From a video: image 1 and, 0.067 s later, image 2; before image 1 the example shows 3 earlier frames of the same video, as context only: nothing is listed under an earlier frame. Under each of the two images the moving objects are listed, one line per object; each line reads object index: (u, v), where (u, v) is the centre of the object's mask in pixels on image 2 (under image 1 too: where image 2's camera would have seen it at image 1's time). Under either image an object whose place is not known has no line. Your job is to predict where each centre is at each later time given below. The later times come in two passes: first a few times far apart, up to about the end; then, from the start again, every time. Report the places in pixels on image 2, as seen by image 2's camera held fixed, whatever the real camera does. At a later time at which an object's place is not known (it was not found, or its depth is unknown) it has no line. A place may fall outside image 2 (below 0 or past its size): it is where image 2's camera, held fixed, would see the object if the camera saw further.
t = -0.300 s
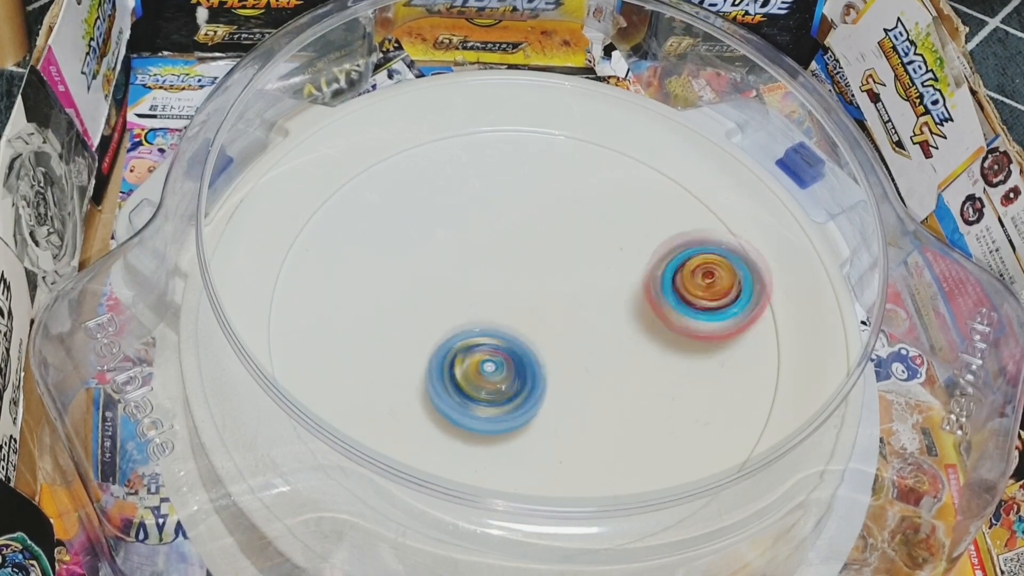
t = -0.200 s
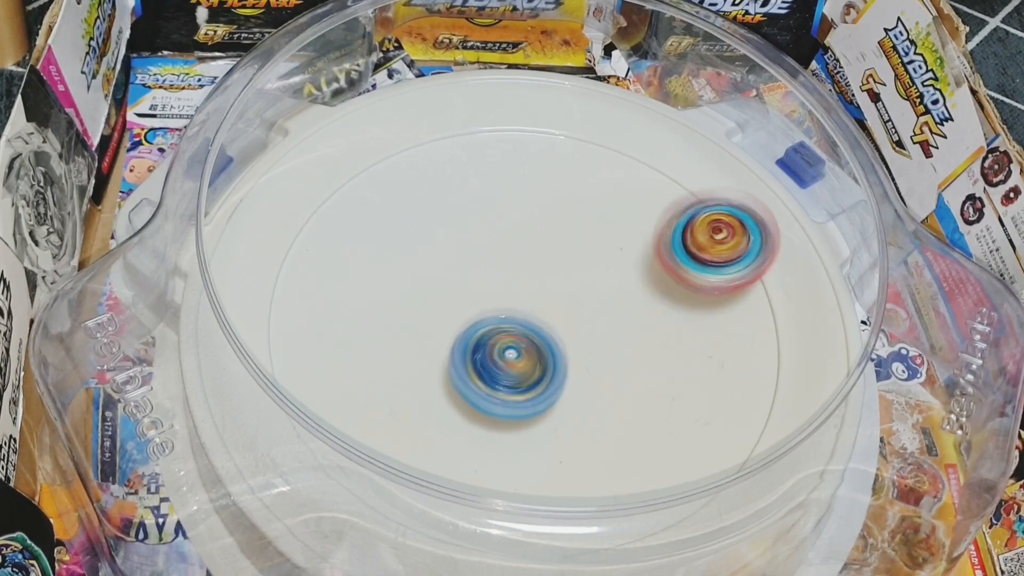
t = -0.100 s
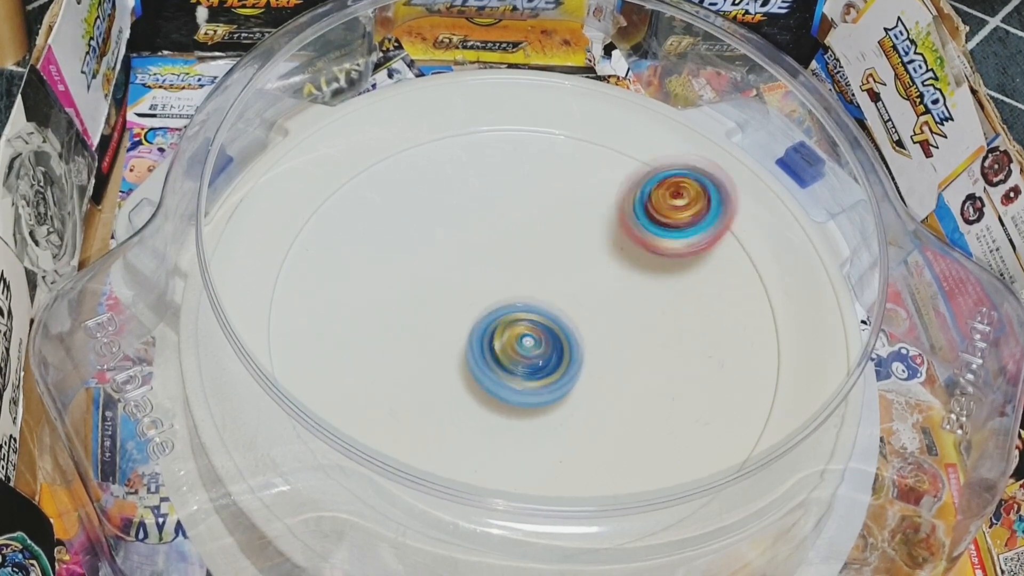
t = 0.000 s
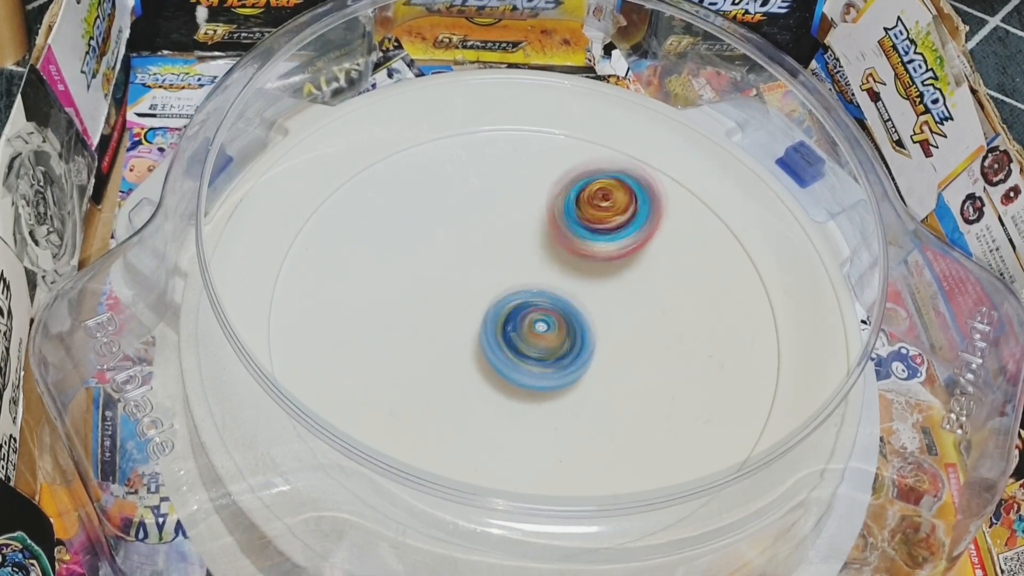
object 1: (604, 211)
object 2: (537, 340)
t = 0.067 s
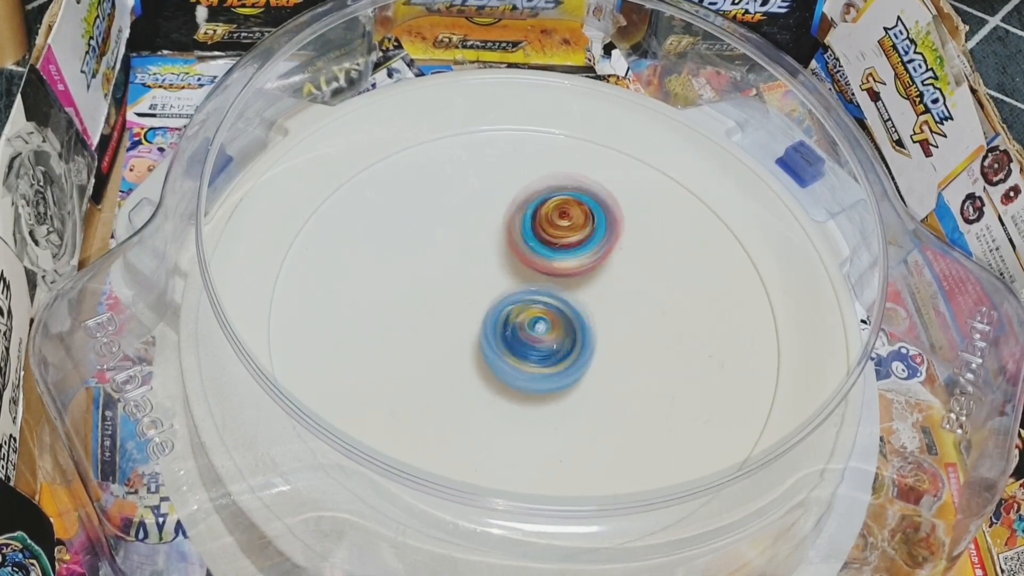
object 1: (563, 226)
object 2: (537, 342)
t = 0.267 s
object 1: (504, 261)
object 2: (536, 401)
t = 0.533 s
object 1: (520, 324)
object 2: (589, 439)
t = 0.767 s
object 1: (530, 227)
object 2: (656, 472)
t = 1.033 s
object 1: (421, 245)
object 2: (638, 402)
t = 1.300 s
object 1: (404, 271)
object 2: (756, 427)
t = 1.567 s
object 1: (315, 242)
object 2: (820, 366)
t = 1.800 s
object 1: (418, 317)
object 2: (698, 297)
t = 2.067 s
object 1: (326, 286)
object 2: (790, 212)
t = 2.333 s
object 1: (349, 354)
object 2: (573, 250)
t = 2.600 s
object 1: (515, 367)
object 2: (488, 264)
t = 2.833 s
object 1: (619, 332)
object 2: (457, 263)
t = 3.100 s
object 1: (678, 266)
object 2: (450, 267)
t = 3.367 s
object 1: (605, 227)
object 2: (453, 275)
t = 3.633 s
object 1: (643, 270)
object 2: (349, 290)
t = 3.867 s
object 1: (660, 295)
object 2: (367, 320)
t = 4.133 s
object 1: (590, 338)
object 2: (410, 340)
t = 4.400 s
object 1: (610, 396)
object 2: (388, 306)
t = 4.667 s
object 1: (618, 364)
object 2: (413, 313)
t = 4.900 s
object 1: (605, 334)
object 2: (409, 299)
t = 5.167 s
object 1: (668, 311)
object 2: (391, 282)
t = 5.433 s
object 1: (615, 277)
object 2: (428, 302)
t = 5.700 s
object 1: (567, 265)
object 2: (459, 329)
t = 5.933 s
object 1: (604, 247)
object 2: (471, 363)
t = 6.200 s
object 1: (619, 274)
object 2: (495, 386)
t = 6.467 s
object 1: (577, 306)
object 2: (512, 392)
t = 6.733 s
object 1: (552, 281)
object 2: (514, 392)
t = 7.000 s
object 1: (548, 245)
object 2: (515, 381)
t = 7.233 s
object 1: (549, 248)
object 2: (528, 359)
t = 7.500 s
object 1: (577, 254)
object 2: (538, 359)
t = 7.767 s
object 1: (602, 257)
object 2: (526, 374)
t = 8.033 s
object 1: (574, 264)
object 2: (536, 375)
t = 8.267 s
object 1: (512, 272)
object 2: (539, 366)
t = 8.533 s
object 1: (463, 261)
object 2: (547, 356)
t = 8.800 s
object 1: (437, 290)
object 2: (556, 340)
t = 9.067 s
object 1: (471, 299)
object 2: (579, 332)
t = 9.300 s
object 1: (464, 277)
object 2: (592, 325)
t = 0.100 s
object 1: (554, 222)
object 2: (530, 356)
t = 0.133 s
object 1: (543, 225)
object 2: (525, 366)
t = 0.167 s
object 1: (530, 234)
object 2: (524, 372)
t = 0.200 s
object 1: (518, 248)
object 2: (527, 374)
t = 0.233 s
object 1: (508, 264)
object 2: (531, 375)
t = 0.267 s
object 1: (504, 261)
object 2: (536, 401)
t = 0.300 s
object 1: (500, 259)
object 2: (541, 423)
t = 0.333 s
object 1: (497, 260)
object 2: (547, 437)
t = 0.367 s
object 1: (494, 267)
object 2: (555, 443)
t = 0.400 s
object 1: (491, 279)
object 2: (563, 445)
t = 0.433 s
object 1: (492, 291)
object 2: (571, 445)
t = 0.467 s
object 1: (499, 304)
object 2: (578, 445)
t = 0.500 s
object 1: (508, 316)
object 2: (585, 441)
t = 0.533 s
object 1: (520, 324)
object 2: (589, 439)
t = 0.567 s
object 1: (535, 331)
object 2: (594, 437)
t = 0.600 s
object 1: (542, 310)
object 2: (610, 456)
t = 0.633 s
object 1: (546, 290)
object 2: (623, 463)
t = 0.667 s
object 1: (547, 271)
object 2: (637, 481)
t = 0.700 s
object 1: (544, 254)
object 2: (645, 481)
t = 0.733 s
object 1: (539, 240)
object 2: (651, 477)
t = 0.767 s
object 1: (530, 227)
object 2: (656, 472)
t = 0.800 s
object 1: (517, 217)
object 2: (659, 464)
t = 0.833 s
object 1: (502, 209)
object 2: (658, 451)
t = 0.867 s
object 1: (487, 205)
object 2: (657, 445)
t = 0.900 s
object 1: (472, 204)
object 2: (656, 438)
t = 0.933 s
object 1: (455, 208)
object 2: (652, 427)
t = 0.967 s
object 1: (439, 216)
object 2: (647, 418)
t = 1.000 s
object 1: (428, 228)
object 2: (643, 410)
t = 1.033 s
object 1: (421, 245)
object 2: (638, 402)
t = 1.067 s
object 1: (420, 265)
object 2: (633, 396)
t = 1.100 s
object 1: (425, 284)
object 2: (628, 391)
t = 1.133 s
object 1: (439, 303)
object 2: (621, 384)
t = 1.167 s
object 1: (455, 320)
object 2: (614, 380)
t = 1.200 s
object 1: (473, 333)
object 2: (608, 376)
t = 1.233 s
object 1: (470, 326)
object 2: (636, 387)
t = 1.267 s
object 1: (433, 296)
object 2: (702, 415)
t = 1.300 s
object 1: (404, 271)
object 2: (756, 427)
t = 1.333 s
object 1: (380, 251)
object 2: (794, 430)
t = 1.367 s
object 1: (362, 236)
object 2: (826, 440)
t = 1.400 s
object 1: (349, 228)
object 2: (835, 433)
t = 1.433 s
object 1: (340, 225)
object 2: (840, 424)
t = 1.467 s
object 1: (332, 226)
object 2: (842, 411)
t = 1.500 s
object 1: (325, 229)
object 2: (839, 394)
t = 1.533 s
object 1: (319, 234)
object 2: (830, 378)
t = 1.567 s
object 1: (315, 242)
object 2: (820, 366)
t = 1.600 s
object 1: (314, 253)
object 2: (804, 353)
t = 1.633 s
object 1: (319, 268)
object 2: (797, 344)
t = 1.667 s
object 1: (332, 282)
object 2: (784, 336)
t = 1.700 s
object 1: (349, 295)
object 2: (765, 327)
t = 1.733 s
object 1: (370, 306)
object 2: (743, 316)
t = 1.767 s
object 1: (394, 313)
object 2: (721, 306)
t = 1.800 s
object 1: (418, 317)
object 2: (698, 297)
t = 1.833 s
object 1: (441, 319)
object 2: (675, 289)
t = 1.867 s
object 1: (463, 317)
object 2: (654, 283)
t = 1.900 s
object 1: (484, 314)
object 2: (634, 279)
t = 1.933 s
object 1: (504, 310)
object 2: (615, 276)
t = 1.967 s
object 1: (456, 305)
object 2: (661, 263)
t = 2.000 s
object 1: (406, 299)
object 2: (717, 250)
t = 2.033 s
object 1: (359, 290)
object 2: (762, 227)
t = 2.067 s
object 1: (326, 286)
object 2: (790, 212)
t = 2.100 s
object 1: (304, 283)
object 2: (774, 224)
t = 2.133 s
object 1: (292, 288)
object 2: (753, 227)
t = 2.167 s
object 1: (292, 296)
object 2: (726, 236)
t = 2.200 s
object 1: (295, 308)
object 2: (693, 237)
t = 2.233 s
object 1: (304, 320)
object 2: (663, 239)
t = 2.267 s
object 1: (314, 331)
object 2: (629, 243)
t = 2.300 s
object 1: (330, 344)
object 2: (602, 246)
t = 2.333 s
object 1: (349, 354)
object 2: (573, 250)
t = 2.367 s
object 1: (370, 362)
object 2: (553, 253)
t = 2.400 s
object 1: (394, 366)
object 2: (531, 257)
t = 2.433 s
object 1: (415, 370)
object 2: (519, 262)
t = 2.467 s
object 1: (438, 370)
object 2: (508, 266)
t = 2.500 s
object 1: (459, 368)
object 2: (500, 268)
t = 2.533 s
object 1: (480, 365)
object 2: (495, 269)
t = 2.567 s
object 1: (497, 366)
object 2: (490, 265)
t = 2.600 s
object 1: (515, 367)
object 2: (488, 264)
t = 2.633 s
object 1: (532, 365)
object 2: (481, 264)
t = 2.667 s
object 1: (549, 360)
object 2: (477, 264)
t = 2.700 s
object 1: (564, 356)
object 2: (473, 264)
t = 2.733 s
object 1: (578, 351)
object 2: (467, 263)
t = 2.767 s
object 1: (593, 346)
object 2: (465, 264)
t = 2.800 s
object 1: (607, 340)
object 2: (460, 264)
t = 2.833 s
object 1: (619, 332)
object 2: (457, 263)
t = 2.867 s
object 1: (629, 325)
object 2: (455, 264)
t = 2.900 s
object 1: (640, 317)
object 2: (452, 264)
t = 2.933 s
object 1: (650, 310)
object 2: (452, 265)
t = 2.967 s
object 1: (658, 302)
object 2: (451, 266)
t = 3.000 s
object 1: (666, 293)
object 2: (450, 265)
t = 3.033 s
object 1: (671, 284)
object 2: (450, 267)
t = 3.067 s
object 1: (675, 274)
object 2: (449, 267)
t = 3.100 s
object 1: (678, 266)
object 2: (450, 267)
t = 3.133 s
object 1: (677, 257)
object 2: (450, 269)
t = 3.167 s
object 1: (676, 248)
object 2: (449, 270)
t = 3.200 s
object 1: (669, 239)
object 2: (450, 270)
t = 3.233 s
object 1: (660, 232)
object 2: (450, 271)
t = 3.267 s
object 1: (650, 228)
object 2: (450, 271)
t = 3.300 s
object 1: (635, 225)
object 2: (452, 273)
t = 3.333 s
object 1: (621, 224)
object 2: (452, 275)
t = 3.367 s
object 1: (605, 227)
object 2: (453, 275)
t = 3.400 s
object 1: (588, 231)
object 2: (456, 276)
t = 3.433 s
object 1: (575, 238)
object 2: (457, 278)
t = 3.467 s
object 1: (569, 246)
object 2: (449, 278)
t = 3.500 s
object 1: (596, 251)
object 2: (410, 280)
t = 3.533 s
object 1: (614, 256)
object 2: (379, 280)
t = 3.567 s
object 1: (628, 263)
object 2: (360, 281)
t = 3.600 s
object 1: (636, 266)
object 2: (351, 285)
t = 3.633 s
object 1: (643, 270)
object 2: (349, 290)
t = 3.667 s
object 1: (651, 274)
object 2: (348, 296)
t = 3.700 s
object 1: (657, 277)
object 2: (349, 299)
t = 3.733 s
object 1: (661, 280)
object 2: (352, 305)
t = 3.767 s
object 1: (664, 285)
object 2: (356, 310)
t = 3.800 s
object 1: (667, 289)
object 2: (358, 315)
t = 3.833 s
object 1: (664, 291)
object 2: (361, 317)
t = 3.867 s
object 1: (660, 295)
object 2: (367, 320)
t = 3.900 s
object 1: (655, 298)
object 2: (372, 324)
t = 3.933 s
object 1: (647, 302)
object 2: (377, 327)
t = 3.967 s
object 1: (638, 309)
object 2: (382, 330)
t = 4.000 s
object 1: (629, 315)
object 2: (388, 331)
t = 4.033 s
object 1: (618, 321)
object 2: (394, 334)
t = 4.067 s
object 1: (608, 328)
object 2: (400, 337)
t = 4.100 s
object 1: (600, 334)
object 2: (405, 339)
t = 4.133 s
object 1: (590, 338)
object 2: (410, 340)
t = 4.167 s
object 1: (580, 345)
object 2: (417, 341)
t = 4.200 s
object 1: (572, 350)
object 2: (424, 343)
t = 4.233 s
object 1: (564, 355)
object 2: (431, 346)
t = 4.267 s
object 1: (562, 363)
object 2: (427, 343)
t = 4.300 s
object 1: (582, 379)
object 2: (406, 329)
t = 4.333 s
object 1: (595, 388)
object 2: (393, 316)
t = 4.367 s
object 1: (603, 395)
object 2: (388, 309)
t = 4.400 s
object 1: (610, 396)
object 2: (388, 306)
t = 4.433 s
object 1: (615, 400)
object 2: (392, 306)
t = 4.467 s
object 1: (624, 400)
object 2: (394, 308)
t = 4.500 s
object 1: (630, 399)
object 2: (396, 309)
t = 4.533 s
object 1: (635, 396)
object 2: (398, 310)
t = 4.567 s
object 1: (636, 389)
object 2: (401, 310)
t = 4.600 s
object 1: (634, 382)
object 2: (404, 310)
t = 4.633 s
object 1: (629, 372)
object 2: (409, 311)
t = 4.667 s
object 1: (618, 364)
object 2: (413, 313)
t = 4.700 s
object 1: (612, 357)
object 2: (419, 314)
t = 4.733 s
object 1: (602, 350)
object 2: (424, 316)
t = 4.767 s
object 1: (592, 343)
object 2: (430, 317)
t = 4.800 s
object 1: (582, 337)
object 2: (436, 319)
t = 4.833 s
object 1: (574, 331)
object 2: (443, 320)
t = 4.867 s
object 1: (580, 332)
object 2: (436, 314)
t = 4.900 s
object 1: (605, 334)
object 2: (409, 299)
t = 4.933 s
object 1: (624, 336)
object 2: (390, 287)
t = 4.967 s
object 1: (640, 337)
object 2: (380, 278)
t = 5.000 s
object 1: (648, 333)
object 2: (378, 274)
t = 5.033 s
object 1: (653, 331)
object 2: (380, 275)
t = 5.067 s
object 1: (658, 327)
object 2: (383, 278)
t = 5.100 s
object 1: (660, 321)
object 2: (385, 279)
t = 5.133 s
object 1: (666, 316)
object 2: (388, 281)
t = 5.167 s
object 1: (668, 311)
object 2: (391, 282)
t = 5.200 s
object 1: (670, 303)
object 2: (394, 284)
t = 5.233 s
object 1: (668, 299)
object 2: (397, 286)
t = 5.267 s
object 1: (662, 293)
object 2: (400, 288)
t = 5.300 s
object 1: (656, 287)
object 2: (405, 290)
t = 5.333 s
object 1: (645, 284)
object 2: (410, 293)
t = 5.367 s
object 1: (636, 280)
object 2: (415, 296)
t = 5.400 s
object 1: (626, 280)
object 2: (421, 299)
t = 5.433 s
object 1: (615, 277)
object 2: (428, 302)
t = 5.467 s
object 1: (606, 276)
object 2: (434, 305)
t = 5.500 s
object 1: (595, 276)
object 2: (441, 308)
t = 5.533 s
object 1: (586, 274)
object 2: (448, 310)
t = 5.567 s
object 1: (576, 273)
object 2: (454, 313)
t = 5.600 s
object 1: (567, 271)
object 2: (460, 316)
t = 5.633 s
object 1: (565, 269)
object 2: (461, 320)
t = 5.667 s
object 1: (562, 268)
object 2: (463, 324)
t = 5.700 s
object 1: (567, 265)
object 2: (459, 329)
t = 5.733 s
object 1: (577, 259)
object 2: (452, 338)
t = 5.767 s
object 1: (586, 256)
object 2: (452, 345)
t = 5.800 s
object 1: (591, 252)
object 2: (458, 349)
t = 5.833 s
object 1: (594, 251)
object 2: (462, 353)
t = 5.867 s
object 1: (597, 248)
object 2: (466, 355)
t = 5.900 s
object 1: (601, 247)
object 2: (469, 359)
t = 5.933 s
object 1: (604, 247)
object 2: (471, 363)
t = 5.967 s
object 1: (608, 246)
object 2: (474, 366)
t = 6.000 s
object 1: (612, 248)
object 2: (478, 370)
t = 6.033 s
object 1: (616, 249)
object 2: (482, 372)
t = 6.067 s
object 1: (619, 254)
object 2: (485, 375)
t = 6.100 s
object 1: (620, 258)
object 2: (486, 377)
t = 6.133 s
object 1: (621, 262)
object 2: (489, 380)
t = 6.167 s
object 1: (621, 269)
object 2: (492, 383)
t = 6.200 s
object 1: (619, 274)
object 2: (495, 386)
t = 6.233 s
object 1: (617, 280)
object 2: (500, 387)
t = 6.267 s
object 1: (612, 285)
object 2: (504, 388)
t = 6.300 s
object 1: (609, 290)
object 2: (505, 389)
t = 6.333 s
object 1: (603, 295)
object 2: (507, 391)
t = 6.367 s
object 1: (596, 300)
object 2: (508, 391)
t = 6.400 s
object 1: (590, 303)
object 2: (512, 391)
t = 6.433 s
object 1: (582, 305)
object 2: (513, 392)
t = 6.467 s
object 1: (577, 306)
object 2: (512, 392)
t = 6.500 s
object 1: (572, 306)
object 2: (512, 393)
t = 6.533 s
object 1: (570, 303)
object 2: (510, 395)
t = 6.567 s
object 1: (565, 302)
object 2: (513, 395)
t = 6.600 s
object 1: (559, 298)
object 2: (513, 395)
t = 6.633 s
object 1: (558, 294)
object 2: (511, 393)
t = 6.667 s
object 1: (556, 291)
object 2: (512, 394)
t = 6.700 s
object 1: (553, 286)
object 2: (514, 394)
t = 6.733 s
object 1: (552, 281)
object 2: (514, 392)
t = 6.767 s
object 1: (550, 277)
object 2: (512, 391)
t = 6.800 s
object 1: (548, 272)
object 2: (513, 392)
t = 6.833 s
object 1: (548, 267)
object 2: (515, 390)
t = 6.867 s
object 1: (547, 263)
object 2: (514, 388)
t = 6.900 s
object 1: (547, 258)
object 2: (513, 386)
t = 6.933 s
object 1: (548, 253)
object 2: (514, 386)
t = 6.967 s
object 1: (547, 249)
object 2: (516, 383)
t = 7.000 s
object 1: (548, 245)
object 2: (515, 381)
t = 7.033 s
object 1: (548, 243)
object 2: (516, 379)
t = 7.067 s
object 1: (549, 240)
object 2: (519, 376)
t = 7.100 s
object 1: (550, 241)
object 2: (521, 373)
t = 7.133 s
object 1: (547, 241)
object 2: (521, 369)
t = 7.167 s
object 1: (549, 242)
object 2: (523, 367)
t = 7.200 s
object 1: (549, 246)
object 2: (526, 364)
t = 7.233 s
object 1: (549, 248)
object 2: (528, 359)
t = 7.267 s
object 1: (550, 252)
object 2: (530, 357)
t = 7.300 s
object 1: (557, 252)
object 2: (527, 364)
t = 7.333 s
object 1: (560, 251)
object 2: (527, 365)
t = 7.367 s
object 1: (563, 249)
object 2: (526, 363)
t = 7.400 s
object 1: (569, 250)
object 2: (530, 363)
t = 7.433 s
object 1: (571, 251)
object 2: (533, 361)
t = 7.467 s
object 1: (572, 250)
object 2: (534, 359)
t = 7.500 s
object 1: (577, 254)
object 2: (538, 359)
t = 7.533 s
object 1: (577, 256)
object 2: (542, 356)
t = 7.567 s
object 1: (579, 255)
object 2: (541, 355)
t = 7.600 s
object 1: (584, 257)
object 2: (543, 356)
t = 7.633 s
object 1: (587, 257)
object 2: (539, 360)
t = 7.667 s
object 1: (594, 252)
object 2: (528, 368)
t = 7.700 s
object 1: (601, 252)
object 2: (525, 372)
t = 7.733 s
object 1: (605, 255)
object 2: (525, 372)
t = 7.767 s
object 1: (602, 257)
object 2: (526, 374)
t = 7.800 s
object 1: (597, 257)
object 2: (528, 375)
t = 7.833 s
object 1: (595, 256)
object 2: (527, 376)
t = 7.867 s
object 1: (593, 257)
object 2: (530, 378)
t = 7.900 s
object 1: (590, 260)
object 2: (531, 377)
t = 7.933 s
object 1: (587, 260)
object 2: (531, 377)
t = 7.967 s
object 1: (584, 262)
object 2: (533, 376)
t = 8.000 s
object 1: (580, 263)
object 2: (532, 375)
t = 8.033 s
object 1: (574, 264)
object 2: (536, 375)
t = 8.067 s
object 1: (567, 265)
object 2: (536, 371)
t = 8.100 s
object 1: (560, 267)
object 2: (537, 370)
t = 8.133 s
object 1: (550, 269)
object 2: (538, 366)
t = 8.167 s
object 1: (540, 271)
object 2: (537, 366)
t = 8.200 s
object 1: (529, 271)
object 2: (539, 366)
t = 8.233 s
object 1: (519, 271)
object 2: (537, 367)
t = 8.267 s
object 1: (512, 272)
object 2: (539, 366)
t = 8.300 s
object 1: (504, 270)
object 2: (538, 363)
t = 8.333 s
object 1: (500, 270)
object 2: (541, 362)
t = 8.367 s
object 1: (492, 269)
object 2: (540, 359)
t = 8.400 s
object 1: (487, 269)
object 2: (541, 358)
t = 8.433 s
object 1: (480, 270)
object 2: (541, 354)
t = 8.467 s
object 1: (476, 271)
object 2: (543, 353)
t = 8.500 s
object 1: (471, 268)
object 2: (543, 352)
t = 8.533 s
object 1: (463, 261)
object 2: (547, 356)
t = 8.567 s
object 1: (455, 259)
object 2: (546, 354)
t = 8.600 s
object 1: (449, 260)
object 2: (549, 352)
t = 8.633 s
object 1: (443, 264)
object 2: (549, 350)
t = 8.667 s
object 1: (439, 268)
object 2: (552, 349)
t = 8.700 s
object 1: (436, 272)
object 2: (551, 346)
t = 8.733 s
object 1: (435, 277)
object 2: (554, 345)
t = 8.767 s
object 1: (435, 283)
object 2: (552, 343)
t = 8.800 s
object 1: (437, 290)
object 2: (556, 340)
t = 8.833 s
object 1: (441, 298)
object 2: (555, 340)
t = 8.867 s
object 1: (445, 302)
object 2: (563, 339)
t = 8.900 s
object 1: (446, 303)
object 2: (570, 339)
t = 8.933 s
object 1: (450, 304)
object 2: (571, 336)
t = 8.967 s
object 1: (455, 305)
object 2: (574, 335)
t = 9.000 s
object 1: (460, 305)
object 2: (577, 334)
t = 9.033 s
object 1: (465, 304)
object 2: (579, 333)
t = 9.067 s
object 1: (471, 299)
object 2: (579, 332)
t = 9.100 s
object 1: (474, 294)
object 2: (583, 330)
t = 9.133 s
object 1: (474, 288)
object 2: (584, 330)
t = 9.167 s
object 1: (472, 284)
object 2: (585, 328)
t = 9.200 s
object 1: (469, 280)
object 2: (589, 328)
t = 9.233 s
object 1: (466, 279)
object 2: (588, 327)
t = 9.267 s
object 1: (464, 277)
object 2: (592, 325)
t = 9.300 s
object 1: (464, 277)
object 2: (592, 325)
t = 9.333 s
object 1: (464, 277)
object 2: (594, 323)
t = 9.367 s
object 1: (466, 279)
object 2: (595, 323)
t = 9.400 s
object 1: (469, 280)
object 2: (595, 321)
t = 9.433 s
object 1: (472, 284)
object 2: (596, 321)
